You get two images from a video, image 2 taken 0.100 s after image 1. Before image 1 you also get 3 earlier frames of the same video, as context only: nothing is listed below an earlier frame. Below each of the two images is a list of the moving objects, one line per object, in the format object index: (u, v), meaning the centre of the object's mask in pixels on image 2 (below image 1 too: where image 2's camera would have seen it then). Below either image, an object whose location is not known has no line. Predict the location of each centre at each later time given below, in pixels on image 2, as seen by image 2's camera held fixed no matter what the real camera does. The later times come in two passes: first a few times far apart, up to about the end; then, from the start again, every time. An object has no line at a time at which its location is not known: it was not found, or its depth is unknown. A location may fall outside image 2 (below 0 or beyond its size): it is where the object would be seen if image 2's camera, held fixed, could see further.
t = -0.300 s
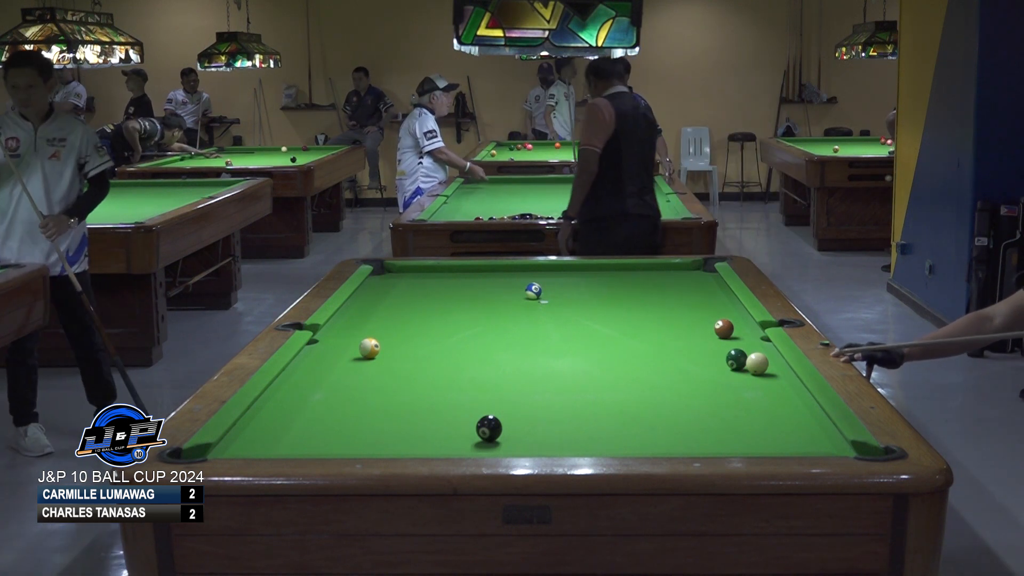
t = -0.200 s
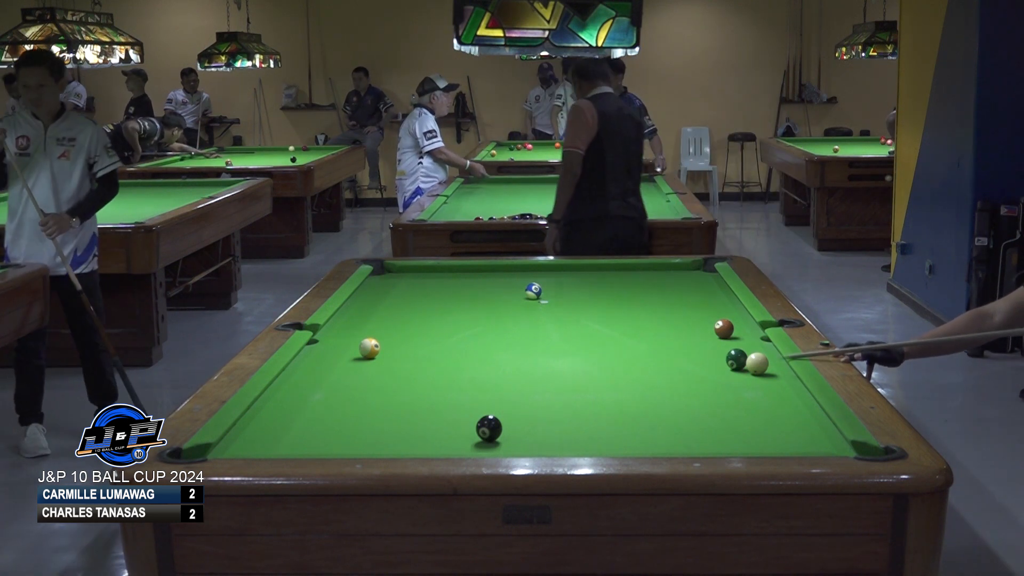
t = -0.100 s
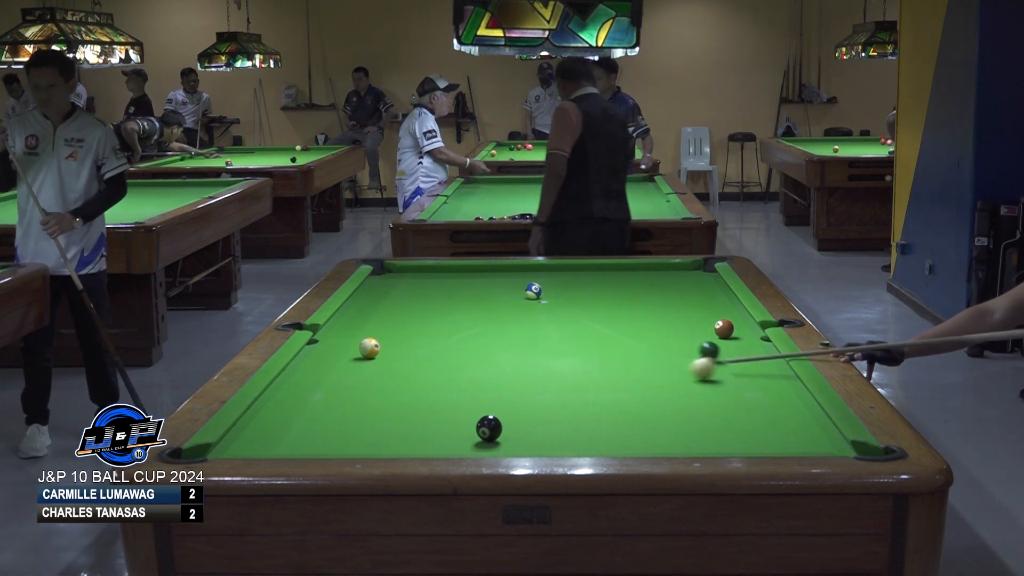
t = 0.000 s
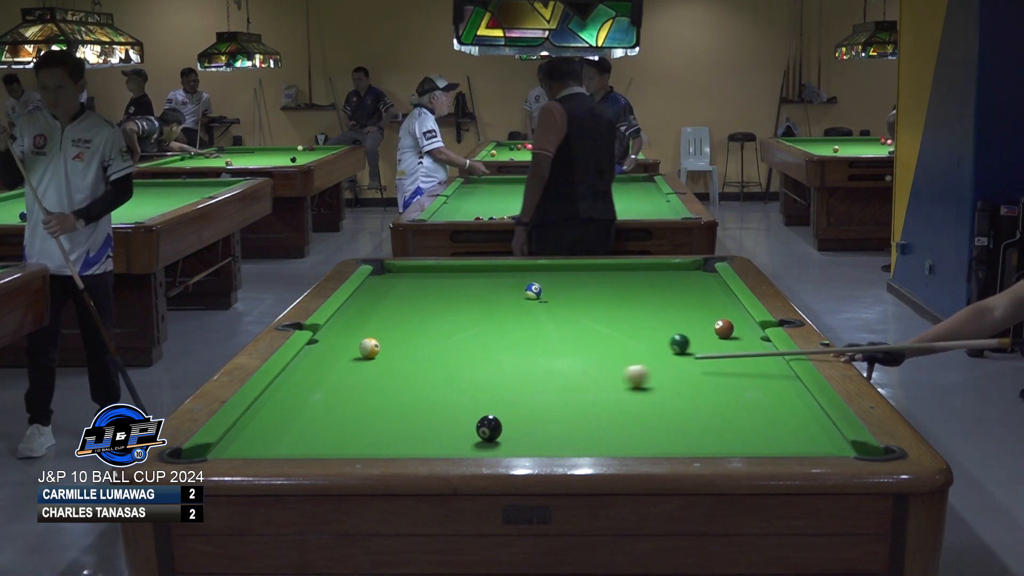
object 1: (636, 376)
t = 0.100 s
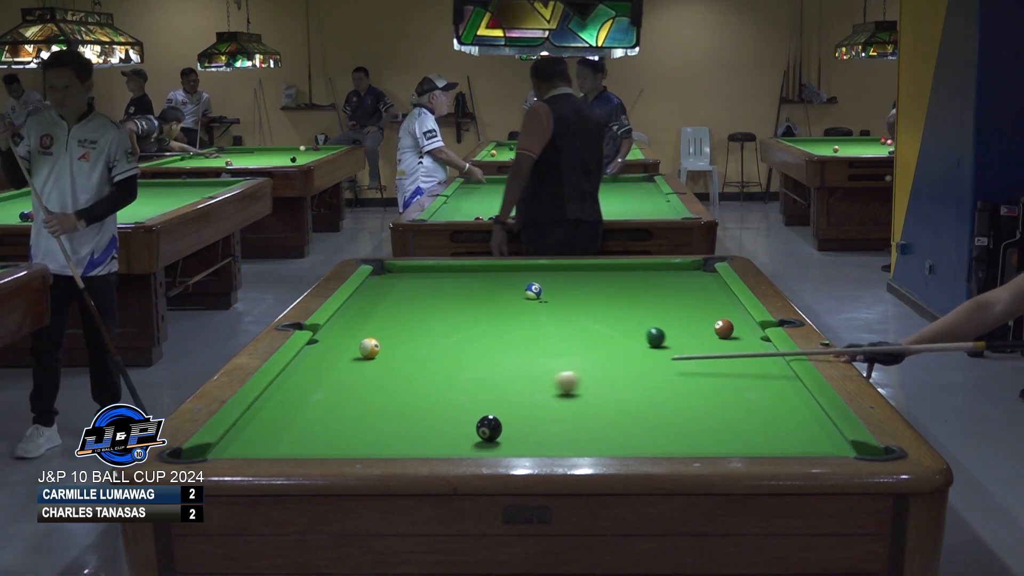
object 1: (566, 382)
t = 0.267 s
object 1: (446, 394)
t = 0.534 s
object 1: (265, 412)
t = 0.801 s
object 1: (366, 432)
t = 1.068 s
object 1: (471, 446)
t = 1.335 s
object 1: (567, 441)
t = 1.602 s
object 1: (655, 433)
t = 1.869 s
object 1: (736, 423)
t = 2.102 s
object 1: (802, 414)
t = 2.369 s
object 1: (774, 404)
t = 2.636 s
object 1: (733, 395)
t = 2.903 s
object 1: (697, 387)
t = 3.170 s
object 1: (665, 379)
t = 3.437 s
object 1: (636, 373)
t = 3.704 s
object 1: (611, 367)
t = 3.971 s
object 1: (588, 362)
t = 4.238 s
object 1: (567, 357)
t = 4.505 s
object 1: (549, 353)
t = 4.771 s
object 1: (533, 348)
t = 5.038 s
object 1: (519, 345)
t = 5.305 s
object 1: (506, 342)
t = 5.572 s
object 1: (495, 339)
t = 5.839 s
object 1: (485, 337)
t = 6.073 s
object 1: (478, 335)
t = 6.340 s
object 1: (471, 333)
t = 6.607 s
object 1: (465, 332)
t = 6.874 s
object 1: (461, 330)
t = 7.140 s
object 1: (457, 329)
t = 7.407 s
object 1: (454, 328)
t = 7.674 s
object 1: (452, 328)
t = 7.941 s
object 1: (452, 328)
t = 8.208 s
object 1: (452, 328)
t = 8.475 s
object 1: (452, 328)
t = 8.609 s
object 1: (452, 328)
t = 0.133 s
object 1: (543, 385)
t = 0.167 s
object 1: (519, 387)
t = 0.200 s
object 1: (495, 389)
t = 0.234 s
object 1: (471, 391)
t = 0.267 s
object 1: (446, 394)
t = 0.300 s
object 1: (421, 396)
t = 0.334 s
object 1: (396, 398)
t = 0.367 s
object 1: (371, 401)
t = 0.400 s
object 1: (345, 403)
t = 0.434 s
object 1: (319, 405)
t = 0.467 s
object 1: (293, 408)
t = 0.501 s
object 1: (268, 410)
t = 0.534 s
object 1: (265, 412)
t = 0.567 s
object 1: (280, 414)
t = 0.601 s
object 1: (293, 417)
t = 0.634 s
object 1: (305, 420)
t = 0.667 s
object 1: (317, 422)
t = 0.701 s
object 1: (329, 424)
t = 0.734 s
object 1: (341, 426)
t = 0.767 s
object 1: (353, 429)
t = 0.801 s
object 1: (366, 432)
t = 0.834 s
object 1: (378, 434)
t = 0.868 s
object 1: (391, 436)
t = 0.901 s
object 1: (404, 439)
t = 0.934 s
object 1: (417, 440)
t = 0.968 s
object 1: (430, 442)
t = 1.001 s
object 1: (443, 443)
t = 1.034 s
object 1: (456, 445)
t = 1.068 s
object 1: (471, 446)
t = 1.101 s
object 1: (483, 447)
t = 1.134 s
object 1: (496, 446)
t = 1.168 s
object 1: (508, 445)
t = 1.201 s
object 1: (521, 445)
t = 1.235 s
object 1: (533, 444)
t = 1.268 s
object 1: (545, 443)
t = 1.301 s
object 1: (556, 442)
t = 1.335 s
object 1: (567, 441)
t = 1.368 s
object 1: (579, 441)
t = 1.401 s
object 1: (590, 440)
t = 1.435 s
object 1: (601, 439)
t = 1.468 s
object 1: (612, 438)
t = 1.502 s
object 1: (623, 437)
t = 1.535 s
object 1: (634, 436)
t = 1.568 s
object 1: (644, 434)
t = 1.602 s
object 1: (655, 433)
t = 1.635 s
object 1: (665, 432)
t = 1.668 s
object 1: (676, 430)
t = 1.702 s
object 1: (686, 429)
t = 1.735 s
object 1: (696, 428)
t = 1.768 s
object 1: (706, 427)
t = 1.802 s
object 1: (716, 425)
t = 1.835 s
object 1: (726, 424)
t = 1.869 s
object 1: (736, 423)
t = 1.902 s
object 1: (746, 422)
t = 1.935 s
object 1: (755, 420)
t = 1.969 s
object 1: (765, 419)
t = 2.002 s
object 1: (774, 418)
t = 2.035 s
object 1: (783, 417)
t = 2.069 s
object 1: (792, 416)
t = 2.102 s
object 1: (802, 414)
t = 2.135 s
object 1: (811, 413)
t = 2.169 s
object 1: (808, 412)
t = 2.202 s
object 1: (801, 411)
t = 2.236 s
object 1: (795, 409)
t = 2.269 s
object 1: (790, 408)
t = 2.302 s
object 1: (784, 407)
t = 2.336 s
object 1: (779, 406)
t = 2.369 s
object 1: (774, 404)
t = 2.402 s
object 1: (768, 403)
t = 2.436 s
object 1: (763, 402)
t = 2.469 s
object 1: (758, 401)
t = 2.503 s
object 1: (753, 400)
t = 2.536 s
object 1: (748, 398)
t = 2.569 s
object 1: (743, 397)
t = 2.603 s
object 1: (738, 396)
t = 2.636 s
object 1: (733, 395)
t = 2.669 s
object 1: (728, 394)
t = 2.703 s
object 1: (724, 393)
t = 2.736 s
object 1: (719, 392)
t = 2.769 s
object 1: (714, 391)
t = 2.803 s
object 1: (710, 390)
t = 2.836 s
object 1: (706, 389)
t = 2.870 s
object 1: (701, 388)
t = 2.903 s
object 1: (697, 387)
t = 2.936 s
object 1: (693, 386)
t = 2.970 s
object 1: (689, 385)
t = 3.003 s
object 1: (685, 384)
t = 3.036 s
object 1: (680, 383)
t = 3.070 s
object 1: (677, 382)
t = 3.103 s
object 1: (673, 381)
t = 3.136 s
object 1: (669, 380)
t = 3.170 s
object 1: (665, 379)
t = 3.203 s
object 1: (661, 379)
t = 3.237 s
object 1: (657, 378)
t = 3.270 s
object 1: (654, 377)
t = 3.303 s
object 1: (650, 376)
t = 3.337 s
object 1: (647, 375)
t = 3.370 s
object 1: (643, 374)
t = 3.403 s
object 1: (639, 373)
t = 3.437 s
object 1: (636, 373)
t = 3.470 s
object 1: (633, 372)
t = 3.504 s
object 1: (630, 371)
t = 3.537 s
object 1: (626, 371)
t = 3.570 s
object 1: (623, 370)
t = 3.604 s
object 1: (620, 369)
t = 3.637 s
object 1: (617, 368)
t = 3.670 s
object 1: (614, 368)
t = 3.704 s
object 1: (611, 367)
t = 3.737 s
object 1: (608, 366)
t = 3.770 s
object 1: (605, 365)
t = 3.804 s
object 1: (602, 365)
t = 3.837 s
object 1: (599, 364)
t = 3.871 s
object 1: (596, 363)
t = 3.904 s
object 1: (593, 363)
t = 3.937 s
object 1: (590, 362)
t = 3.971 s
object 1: (588, 362)
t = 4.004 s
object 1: (585, 361)
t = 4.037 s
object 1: (582, 360)
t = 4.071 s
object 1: (580, 360)
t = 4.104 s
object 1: (577, 359)
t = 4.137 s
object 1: (575, 358)
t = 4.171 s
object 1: (572, 357)
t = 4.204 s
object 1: (570, 357)
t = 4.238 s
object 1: (567, 357)
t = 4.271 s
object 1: (565, 356)
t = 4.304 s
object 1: (562, 356)
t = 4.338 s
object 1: (560, 355)
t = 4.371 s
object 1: (558, 355)
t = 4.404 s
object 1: (556, 354)
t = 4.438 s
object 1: (553, 354)
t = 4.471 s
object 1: (551, 353)
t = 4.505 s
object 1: (549, 353)
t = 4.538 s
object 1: (547, 352)
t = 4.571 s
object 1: (545, 352)
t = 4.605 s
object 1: (543, 351)
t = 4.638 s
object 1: (541, 351)
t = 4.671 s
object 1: (539, 350)
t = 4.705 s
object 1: (537, 350)
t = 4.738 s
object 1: (535, 349)
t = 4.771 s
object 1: (533, 348)
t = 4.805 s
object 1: (531, 348)
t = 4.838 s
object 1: (530, 347)
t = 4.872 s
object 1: (528, 347)
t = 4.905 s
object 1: (525, 347)
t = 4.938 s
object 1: (524, 346)
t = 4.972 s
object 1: (522, 346)
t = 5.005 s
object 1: (520, 346)
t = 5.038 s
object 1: (519, 345)
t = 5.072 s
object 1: (517, 345)
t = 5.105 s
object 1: (515, 344)
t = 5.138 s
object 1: (514, 344)
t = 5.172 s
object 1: (512, 344)
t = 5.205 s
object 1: (510, 343)
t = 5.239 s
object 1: (509, 343)
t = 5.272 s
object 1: (507, 342)
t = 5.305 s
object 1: (506, 342)
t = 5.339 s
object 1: (505, 342)
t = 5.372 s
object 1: (503, 342)
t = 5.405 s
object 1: (501, 341)
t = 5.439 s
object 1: (500, 341)
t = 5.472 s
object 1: (499, 340)
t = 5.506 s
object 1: (497, 340)
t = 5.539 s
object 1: (496, 340)
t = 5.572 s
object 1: (495, 339)
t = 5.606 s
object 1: (493, 339)
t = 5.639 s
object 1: (492, 339)
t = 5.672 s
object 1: (491, 338)
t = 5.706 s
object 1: (489, 338)
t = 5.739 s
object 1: (488, 338)
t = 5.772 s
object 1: (487, 338)
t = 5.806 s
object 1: (486, 337)
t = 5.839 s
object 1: (485, 337)
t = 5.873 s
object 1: (484, 337)
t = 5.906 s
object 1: (483, 337)
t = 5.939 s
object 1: (482, 336)
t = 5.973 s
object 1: (481, 336)
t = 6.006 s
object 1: (480, 335)
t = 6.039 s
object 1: (479, 335)
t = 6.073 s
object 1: (478, 335)
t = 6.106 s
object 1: (477, 335)
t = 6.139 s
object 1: (476, 334)
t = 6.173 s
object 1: (475, 334)
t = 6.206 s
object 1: (474, 334)
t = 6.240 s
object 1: (473, 334)
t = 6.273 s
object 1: (472, 334)
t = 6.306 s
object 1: (471, 334)
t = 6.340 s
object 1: (471, 333)
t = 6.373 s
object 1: (470, 333)
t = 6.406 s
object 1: (469, 333)
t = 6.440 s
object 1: (469, 332)
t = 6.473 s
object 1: (468, 332)
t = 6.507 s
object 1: (467, 332)
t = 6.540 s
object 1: (467, 332)
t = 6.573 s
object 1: (466, 332)
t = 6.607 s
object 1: (465, 332)
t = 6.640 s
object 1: (465, 331)
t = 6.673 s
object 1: (464, 331)
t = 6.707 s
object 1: (463, 331)
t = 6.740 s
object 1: (463, 331)
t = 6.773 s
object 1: (462, 330)
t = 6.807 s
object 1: (462, 330)
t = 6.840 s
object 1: (461, 330)
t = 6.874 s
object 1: (461, 330)
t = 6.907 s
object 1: (460, 330)
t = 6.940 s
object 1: (460, 330)
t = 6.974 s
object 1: (459, 330)
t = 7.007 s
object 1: (459, 330)
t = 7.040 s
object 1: (458, 329)
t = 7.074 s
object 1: (458, 329)
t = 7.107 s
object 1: (457, 329)
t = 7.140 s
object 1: (457, 329)
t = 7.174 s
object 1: (456, 329)
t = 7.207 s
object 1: (456, 329)
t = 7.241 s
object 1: (456, 329)
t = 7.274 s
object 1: (455, 329)
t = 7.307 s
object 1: (455, 329)
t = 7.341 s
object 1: (454, 329)
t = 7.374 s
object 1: (454, 329)
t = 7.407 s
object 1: (454, 328)
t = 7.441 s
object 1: (453, 328)
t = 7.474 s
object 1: (453, 329)
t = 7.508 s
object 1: (453, 328)
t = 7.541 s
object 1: (453, 328)
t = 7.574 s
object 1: (453, 328)
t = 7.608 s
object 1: (452, 328)
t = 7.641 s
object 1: (452, 328)
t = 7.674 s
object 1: (452, 328)
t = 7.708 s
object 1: (452, 328)
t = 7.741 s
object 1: (452, 328)
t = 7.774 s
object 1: (452, 328)
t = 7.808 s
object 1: (452, 328)
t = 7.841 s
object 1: (452, 328)
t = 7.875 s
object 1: (452, 328)
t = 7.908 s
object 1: (452, 328)
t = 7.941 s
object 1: (452, 328)
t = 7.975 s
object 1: (452, 328)
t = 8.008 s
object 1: (452, 328)
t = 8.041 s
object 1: (452, 328)
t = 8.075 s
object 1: (452, 328)
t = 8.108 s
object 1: (452, 328)
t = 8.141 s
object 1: (452, 328)
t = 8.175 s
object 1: (452, 328)
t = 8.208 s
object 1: (452, 328)
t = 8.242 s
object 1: (452, 328)
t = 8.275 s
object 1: (452, 328)
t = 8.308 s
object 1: (452, 328)
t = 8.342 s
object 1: (452, 328)
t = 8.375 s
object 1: (452, 328)
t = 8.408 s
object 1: (452, 328)
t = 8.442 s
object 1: (452, 328)
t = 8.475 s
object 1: (452, 328)
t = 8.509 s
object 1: (452, 328)
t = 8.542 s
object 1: (452, 328)
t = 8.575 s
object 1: (452, 328)
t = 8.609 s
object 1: (452, 328)
